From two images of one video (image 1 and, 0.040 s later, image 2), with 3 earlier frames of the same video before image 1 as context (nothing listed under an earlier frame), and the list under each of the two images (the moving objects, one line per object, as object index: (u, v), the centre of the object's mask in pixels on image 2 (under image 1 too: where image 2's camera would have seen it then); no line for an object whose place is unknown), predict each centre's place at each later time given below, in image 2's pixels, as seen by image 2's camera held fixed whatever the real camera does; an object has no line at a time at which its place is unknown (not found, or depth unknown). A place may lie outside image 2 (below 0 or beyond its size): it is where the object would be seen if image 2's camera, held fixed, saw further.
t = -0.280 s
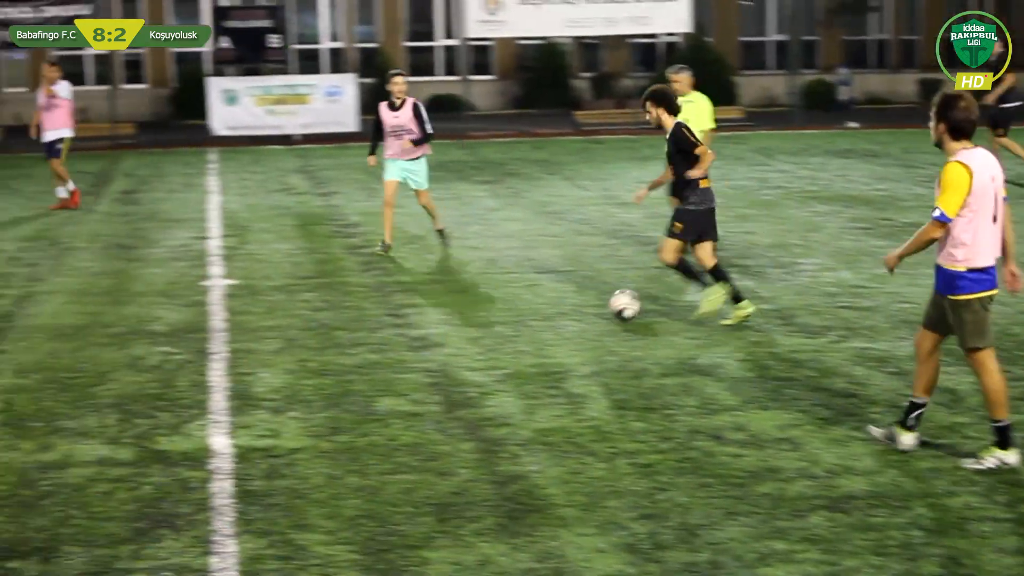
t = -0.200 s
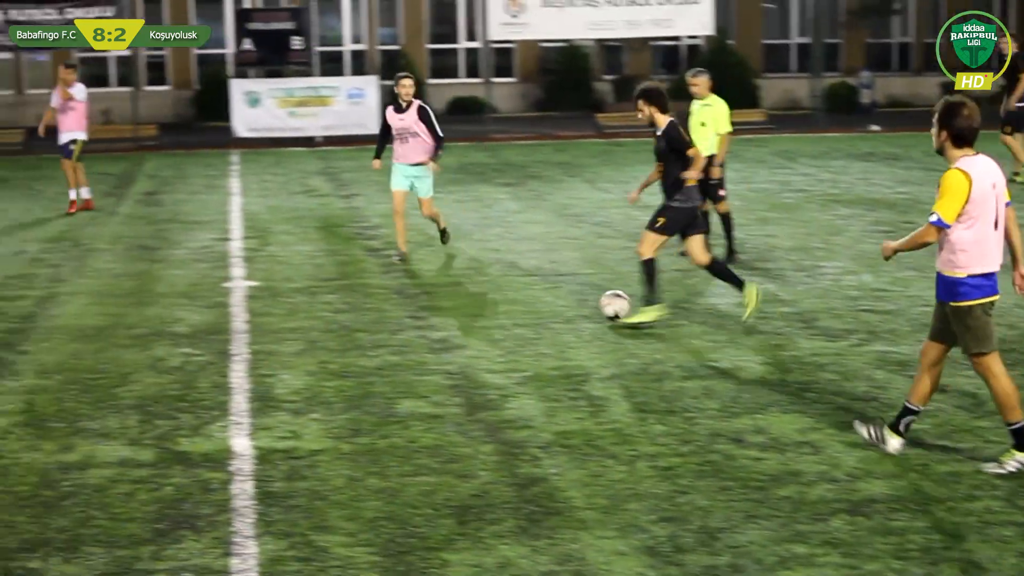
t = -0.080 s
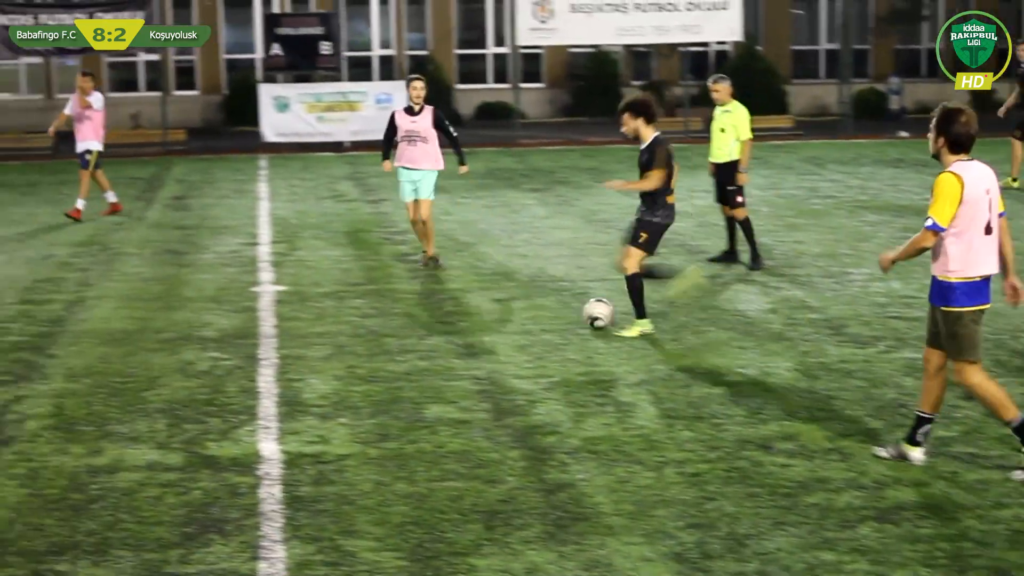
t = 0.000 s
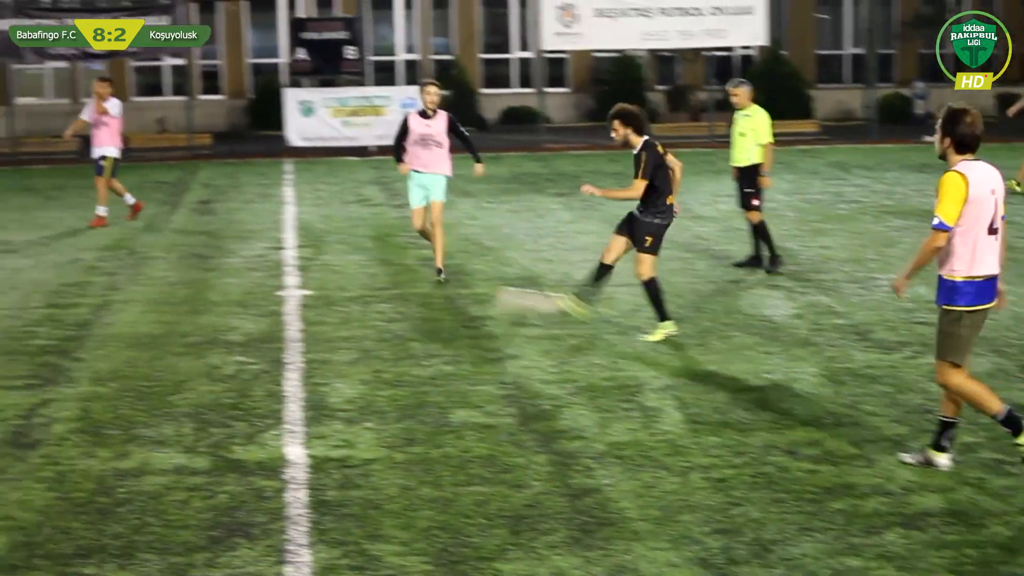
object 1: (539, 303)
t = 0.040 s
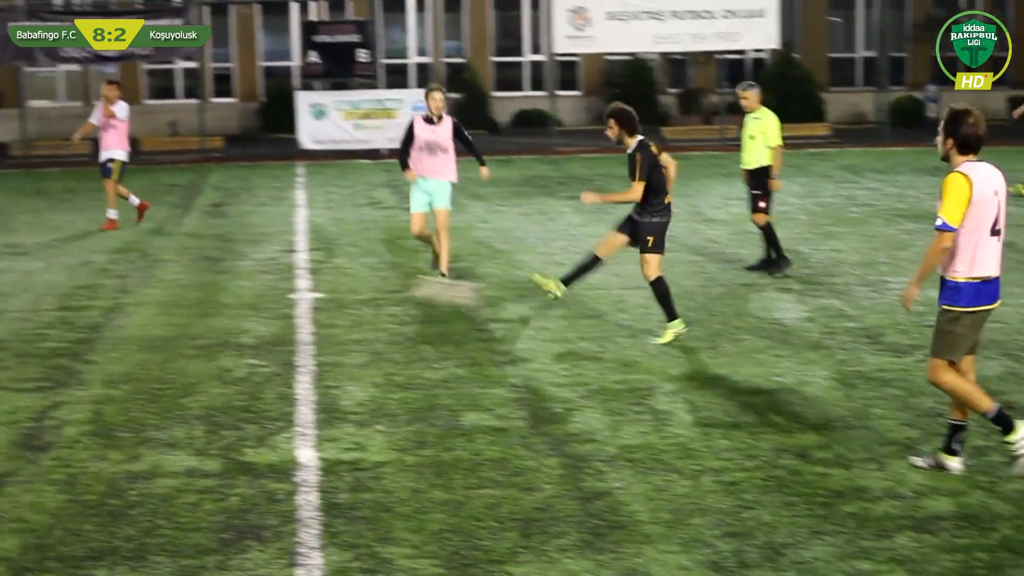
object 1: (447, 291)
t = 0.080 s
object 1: (356, 280)
